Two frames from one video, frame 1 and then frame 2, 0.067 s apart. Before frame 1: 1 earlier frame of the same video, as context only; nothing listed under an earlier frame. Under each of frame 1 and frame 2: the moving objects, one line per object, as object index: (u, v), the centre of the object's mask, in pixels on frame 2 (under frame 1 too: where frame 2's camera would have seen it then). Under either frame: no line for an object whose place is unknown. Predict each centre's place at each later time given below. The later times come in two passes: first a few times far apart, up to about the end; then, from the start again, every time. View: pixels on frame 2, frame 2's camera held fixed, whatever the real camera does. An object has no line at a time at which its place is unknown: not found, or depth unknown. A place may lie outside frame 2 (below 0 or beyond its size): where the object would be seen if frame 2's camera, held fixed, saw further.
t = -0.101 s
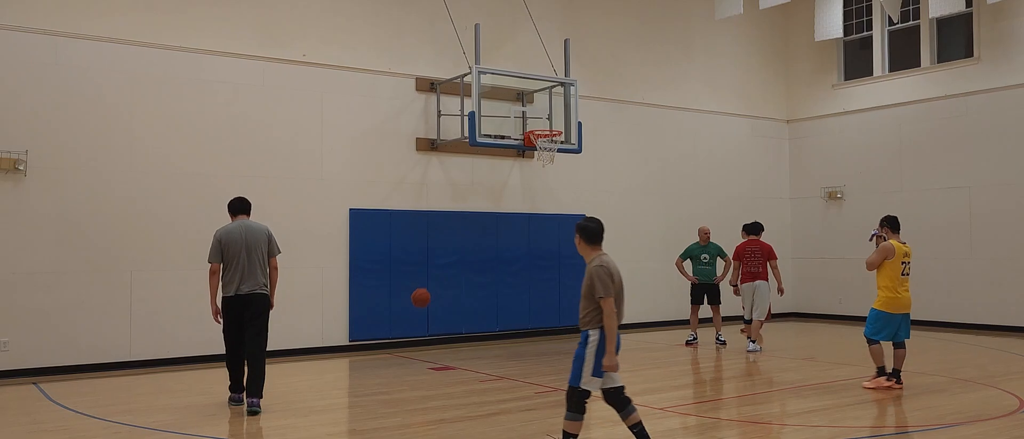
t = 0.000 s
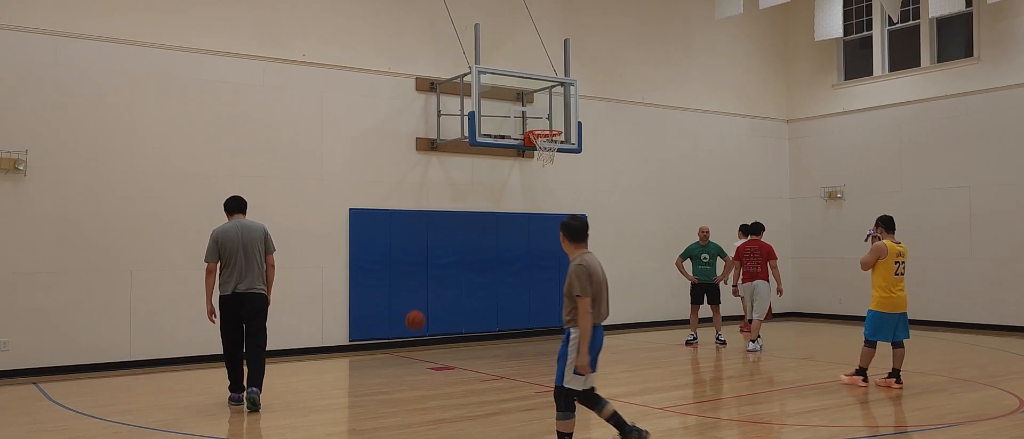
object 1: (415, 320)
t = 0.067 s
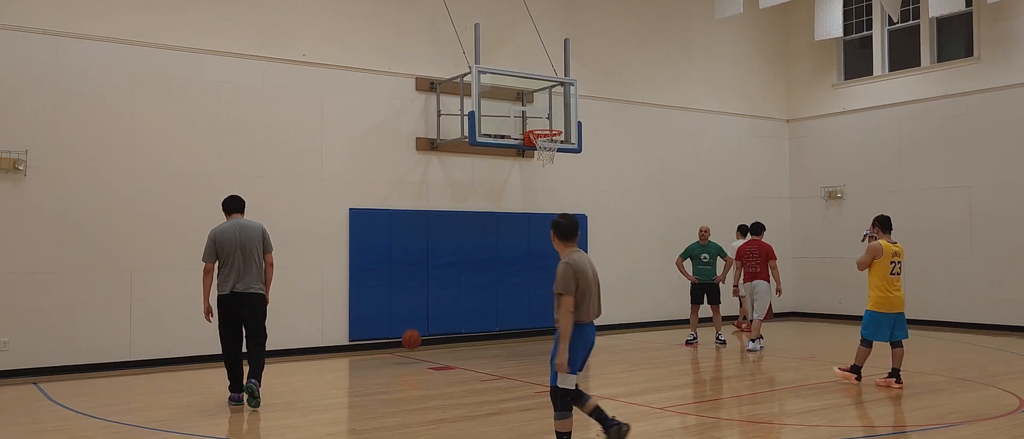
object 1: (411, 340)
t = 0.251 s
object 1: (401, 326)
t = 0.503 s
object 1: (387, 310)
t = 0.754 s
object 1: (373, 344)
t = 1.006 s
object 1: (359, 330)
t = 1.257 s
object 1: (344, 340)
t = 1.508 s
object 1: (330, 342)
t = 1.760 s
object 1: (316, 350)
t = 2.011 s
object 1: (302, 347)
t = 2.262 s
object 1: (286, 356)
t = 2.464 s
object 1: (275, 357)
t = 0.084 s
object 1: (410, 345)
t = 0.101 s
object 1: (410, 350)
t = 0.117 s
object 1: (409, 354)
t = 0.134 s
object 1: (408, 350)
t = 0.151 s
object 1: (407, 346)
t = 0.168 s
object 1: (406, 342)
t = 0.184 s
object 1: (405, 339)
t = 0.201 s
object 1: (404, 335)
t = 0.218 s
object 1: (403, 332)
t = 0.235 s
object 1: (402, 329)
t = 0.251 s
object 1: (401, 326)
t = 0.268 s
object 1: (400, 323)
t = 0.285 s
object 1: (399, 321)
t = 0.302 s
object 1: (399, 319)
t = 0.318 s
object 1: (397, 317)
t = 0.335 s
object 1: (397, 315)
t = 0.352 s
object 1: (396, 314)
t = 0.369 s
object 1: (395, 312)
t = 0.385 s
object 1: (394, 311)
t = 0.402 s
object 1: (393, 310)
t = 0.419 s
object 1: (392, 310)
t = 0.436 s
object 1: (391, 309)
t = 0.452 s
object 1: (390, 309)
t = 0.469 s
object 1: (389, 309)
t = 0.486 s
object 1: (388, 309)
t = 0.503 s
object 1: (387, 310)
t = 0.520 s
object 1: (387, 310)
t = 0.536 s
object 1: (386, 311)
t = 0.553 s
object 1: (385, 312)
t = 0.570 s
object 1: (384, 314)
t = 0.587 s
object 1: (383, 315)
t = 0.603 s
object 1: (382, 317)
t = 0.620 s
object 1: (381, 319)
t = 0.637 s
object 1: (380, 321)
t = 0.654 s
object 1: (379, 324)
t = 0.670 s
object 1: (378, 327)
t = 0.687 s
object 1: (377, 329)
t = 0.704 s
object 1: (376, 332)
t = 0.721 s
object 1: (375, 336)
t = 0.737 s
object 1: (374, 340)
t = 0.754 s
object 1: (373, 344)
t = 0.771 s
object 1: (372, 347)
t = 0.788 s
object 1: (372, 352)
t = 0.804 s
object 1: (371, 356)
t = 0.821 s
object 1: (370, 355)
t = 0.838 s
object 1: (369, 352)
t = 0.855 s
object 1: (368, 348)
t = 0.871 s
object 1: (367, 345)
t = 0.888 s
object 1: (366, 343)
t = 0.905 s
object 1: (365, 340)
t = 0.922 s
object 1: (364, 338)
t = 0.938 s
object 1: (363, 336)
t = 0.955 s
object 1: (362, 334)
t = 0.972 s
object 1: (361, 332)
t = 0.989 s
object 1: (360, 331)
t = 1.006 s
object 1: (359, 330)
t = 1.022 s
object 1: (358, 329)
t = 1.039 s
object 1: (357, 329)
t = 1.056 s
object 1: (356, 328)
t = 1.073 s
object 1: (355, 327)
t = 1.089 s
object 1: (354, 327)
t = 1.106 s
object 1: (353, 327)
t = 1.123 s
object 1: (352, 328)
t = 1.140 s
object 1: (351, 328)
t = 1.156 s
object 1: (350, 329)
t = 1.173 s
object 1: (349, 330)
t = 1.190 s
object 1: (348, 331)
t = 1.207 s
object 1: (347, 333)
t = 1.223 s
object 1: (346, 335)
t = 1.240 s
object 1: (345, 337)
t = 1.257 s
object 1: (344, 340)
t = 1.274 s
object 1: (343, 342)
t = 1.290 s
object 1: (342, 344)
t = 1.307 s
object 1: (341, 347)
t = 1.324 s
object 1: (340, 350)
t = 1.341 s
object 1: (339, 354)
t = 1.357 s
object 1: (338, 357)
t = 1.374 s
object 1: (337, 358)
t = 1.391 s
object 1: (336, 356)
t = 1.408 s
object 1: (335, 353)
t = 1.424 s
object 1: (335, 350)
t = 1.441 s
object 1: (334, 348)
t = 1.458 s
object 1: (333, 346)
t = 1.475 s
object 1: (332, 345)
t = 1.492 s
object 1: (331, 343)
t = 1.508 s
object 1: (330, 342)
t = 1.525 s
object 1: (329, 341)
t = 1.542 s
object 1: (328, 340)
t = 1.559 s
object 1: (327, 339)
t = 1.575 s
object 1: (326, 339)
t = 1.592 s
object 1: (325, 339)
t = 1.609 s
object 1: (324, 339)
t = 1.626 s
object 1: (323, 339)
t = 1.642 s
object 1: (323, 340)
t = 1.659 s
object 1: (322, 340)
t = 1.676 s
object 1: (321, 342)
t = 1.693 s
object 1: (320, 343)
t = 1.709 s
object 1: (319, 344)
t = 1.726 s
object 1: (318, 346)
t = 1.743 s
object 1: (317, 348)
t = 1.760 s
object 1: (316, 350)
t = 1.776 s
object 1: (315, 352)
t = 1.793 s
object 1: (314, 355)
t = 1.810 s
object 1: (313, 358)
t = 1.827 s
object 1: (312, 360)
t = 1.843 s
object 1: (311, 358)
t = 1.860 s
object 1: (310, 356)
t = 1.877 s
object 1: (309, 354)
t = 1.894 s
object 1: (308, 352)
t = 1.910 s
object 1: (307, 351)
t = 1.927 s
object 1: (306, 350)
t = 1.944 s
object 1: (305, 349)
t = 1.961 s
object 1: (304, 348)
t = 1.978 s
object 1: (303, 347)
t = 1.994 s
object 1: (302, 347)
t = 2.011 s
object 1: (302, 347)
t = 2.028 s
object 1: (301, 347)
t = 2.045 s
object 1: (300, 347)
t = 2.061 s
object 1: (299, 347)
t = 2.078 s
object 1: (298, 348)
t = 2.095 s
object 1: (297, 349)
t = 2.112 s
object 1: (296, 351)
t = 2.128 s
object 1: (295, 352)
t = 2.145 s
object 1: (293, 354)
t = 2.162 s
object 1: (292, 356)
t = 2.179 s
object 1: (291, 358)
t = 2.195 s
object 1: (290, 360)
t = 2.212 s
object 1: (289, 361)
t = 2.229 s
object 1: (288, 359)
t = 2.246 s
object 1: (287, 357)
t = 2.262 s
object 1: (286, 356)
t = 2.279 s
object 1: (285, 355)
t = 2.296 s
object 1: (285, 354)
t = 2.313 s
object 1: (284, 353)
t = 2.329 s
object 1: (283, 353)
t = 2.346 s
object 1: (282, 352)
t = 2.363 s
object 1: (281, 352)
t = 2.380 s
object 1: (280, 352)
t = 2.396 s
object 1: (279, 353)
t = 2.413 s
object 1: (278, 353)
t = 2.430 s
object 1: (277, 354)
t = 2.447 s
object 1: (276, 355)
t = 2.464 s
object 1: (275, 357)
